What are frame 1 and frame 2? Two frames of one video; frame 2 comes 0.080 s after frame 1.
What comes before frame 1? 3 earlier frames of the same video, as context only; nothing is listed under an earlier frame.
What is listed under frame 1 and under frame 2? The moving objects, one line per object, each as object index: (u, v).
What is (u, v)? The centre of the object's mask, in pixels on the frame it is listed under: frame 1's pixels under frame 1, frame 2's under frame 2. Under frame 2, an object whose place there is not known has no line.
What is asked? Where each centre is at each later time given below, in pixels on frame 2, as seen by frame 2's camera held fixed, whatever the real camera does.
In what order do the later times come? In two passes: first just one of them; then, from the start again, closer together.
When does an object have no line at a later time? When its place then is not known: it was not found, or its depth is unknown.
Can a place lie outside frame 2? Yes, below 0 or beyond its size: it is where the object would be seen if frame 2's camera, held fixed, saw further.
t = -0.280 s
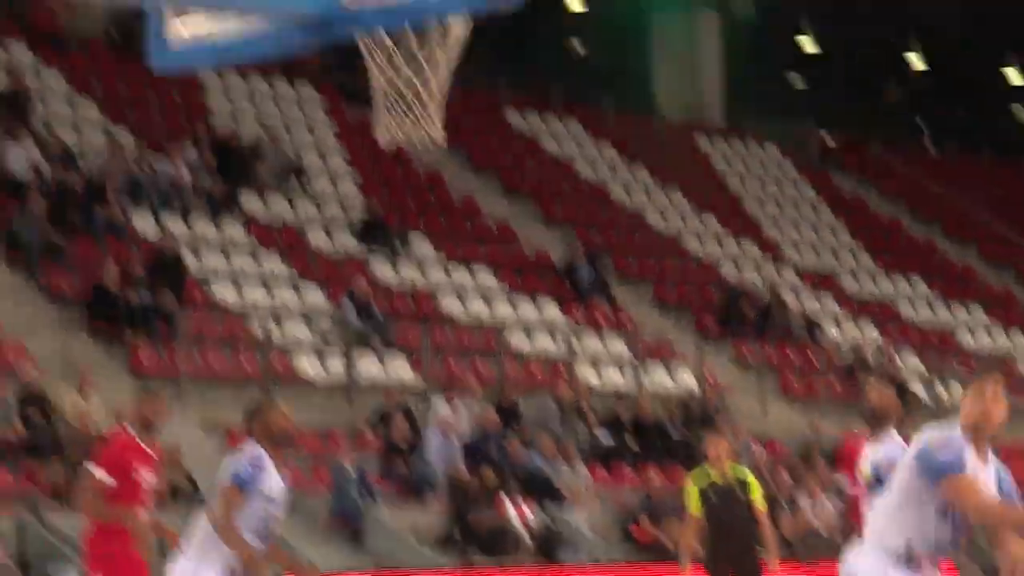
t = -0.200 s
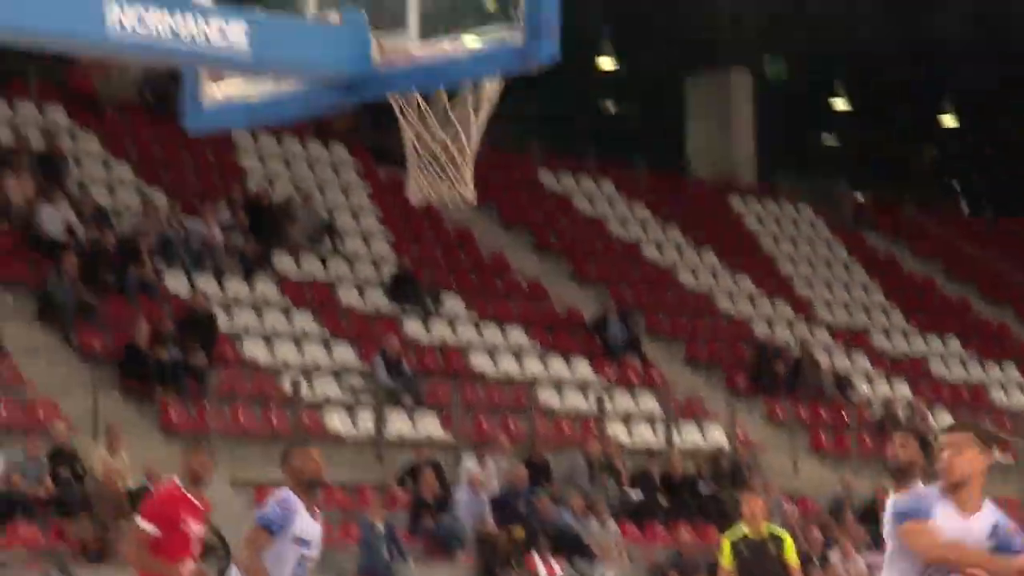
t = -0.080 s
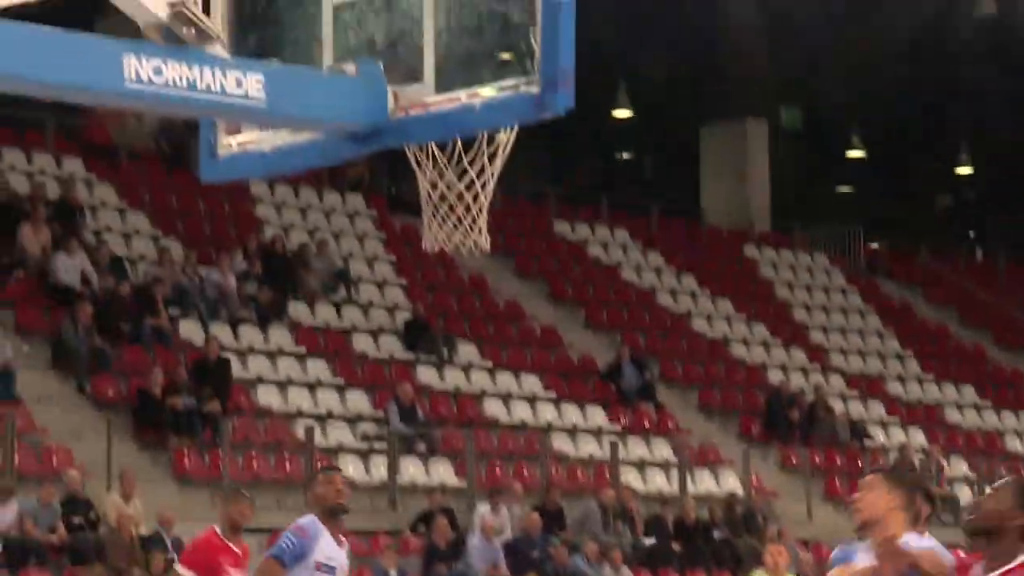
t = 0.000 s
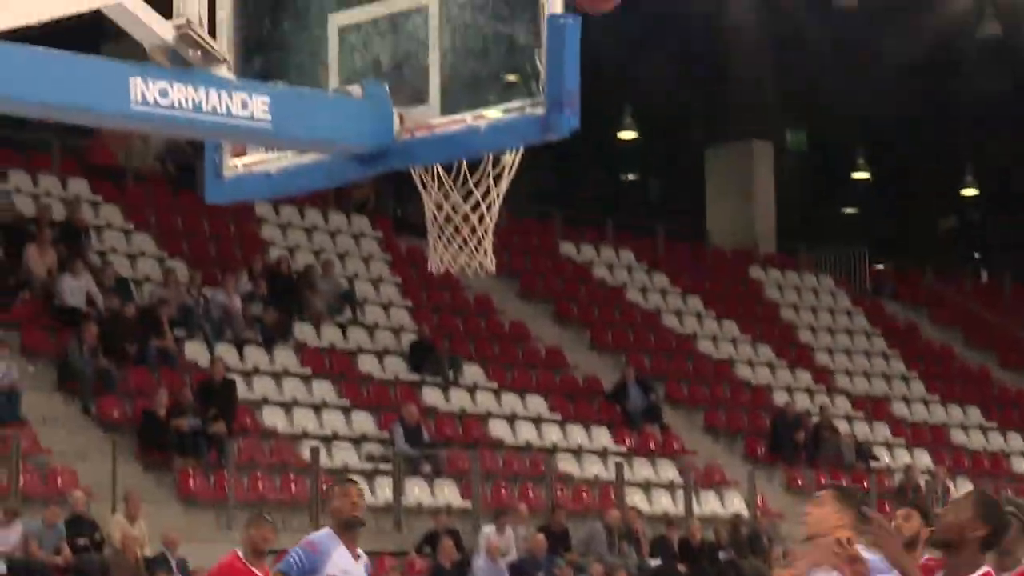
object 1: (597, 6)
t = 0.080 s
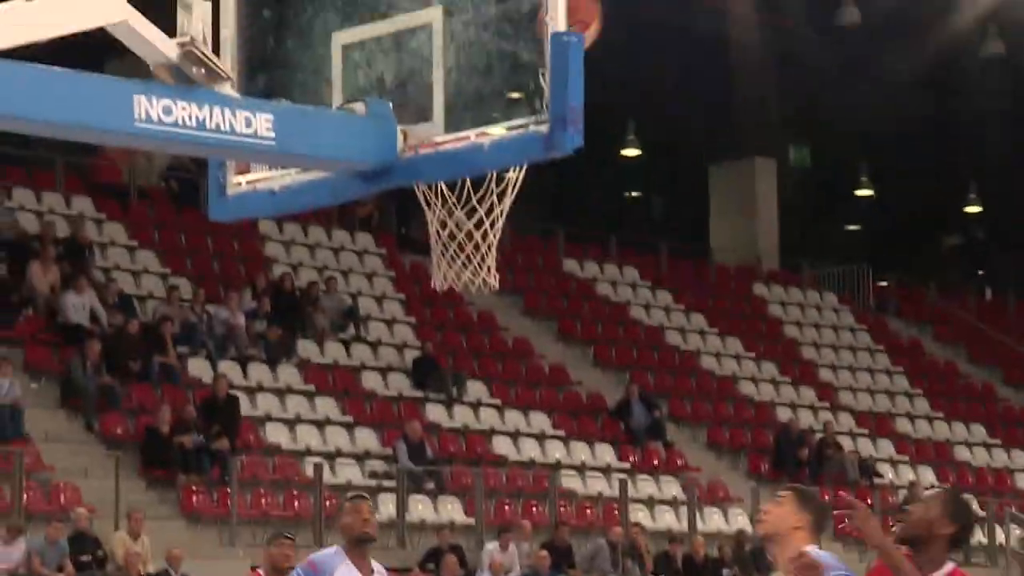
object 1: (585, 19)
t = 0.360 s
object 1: (453, 188)
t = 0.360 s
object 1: (453, 188)
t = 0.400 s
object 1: (483, 189)
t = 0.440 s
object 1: (496, 191)
